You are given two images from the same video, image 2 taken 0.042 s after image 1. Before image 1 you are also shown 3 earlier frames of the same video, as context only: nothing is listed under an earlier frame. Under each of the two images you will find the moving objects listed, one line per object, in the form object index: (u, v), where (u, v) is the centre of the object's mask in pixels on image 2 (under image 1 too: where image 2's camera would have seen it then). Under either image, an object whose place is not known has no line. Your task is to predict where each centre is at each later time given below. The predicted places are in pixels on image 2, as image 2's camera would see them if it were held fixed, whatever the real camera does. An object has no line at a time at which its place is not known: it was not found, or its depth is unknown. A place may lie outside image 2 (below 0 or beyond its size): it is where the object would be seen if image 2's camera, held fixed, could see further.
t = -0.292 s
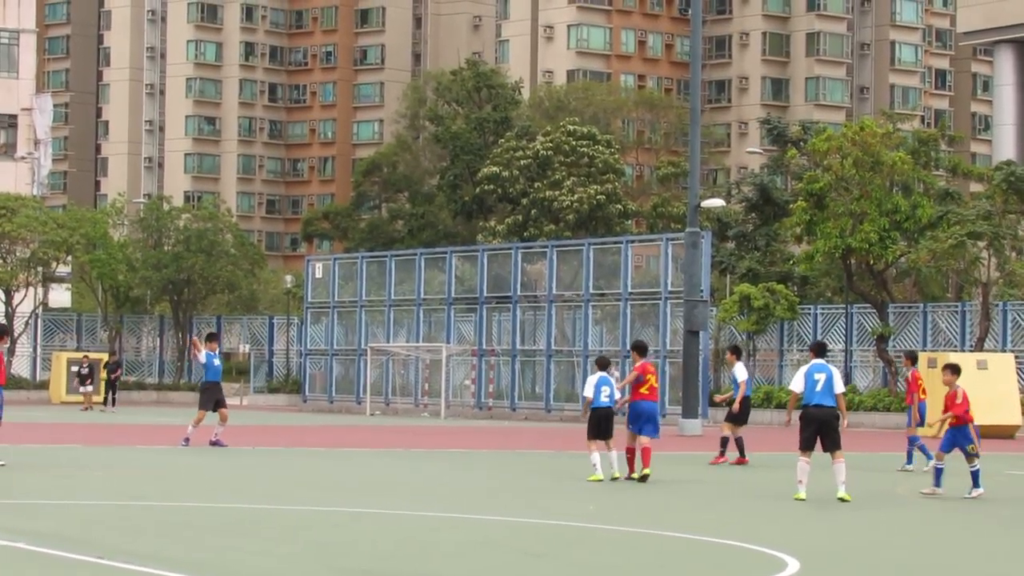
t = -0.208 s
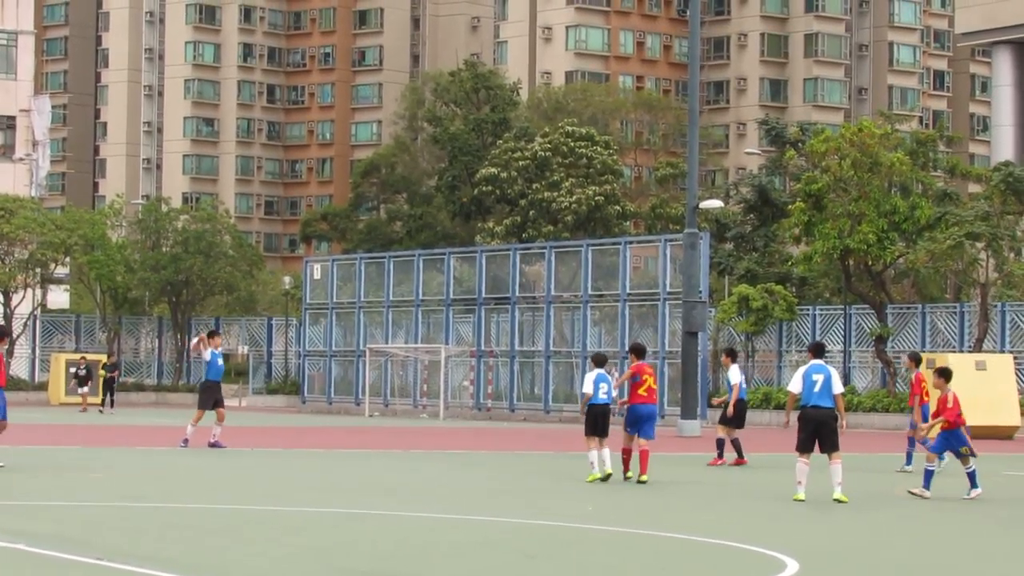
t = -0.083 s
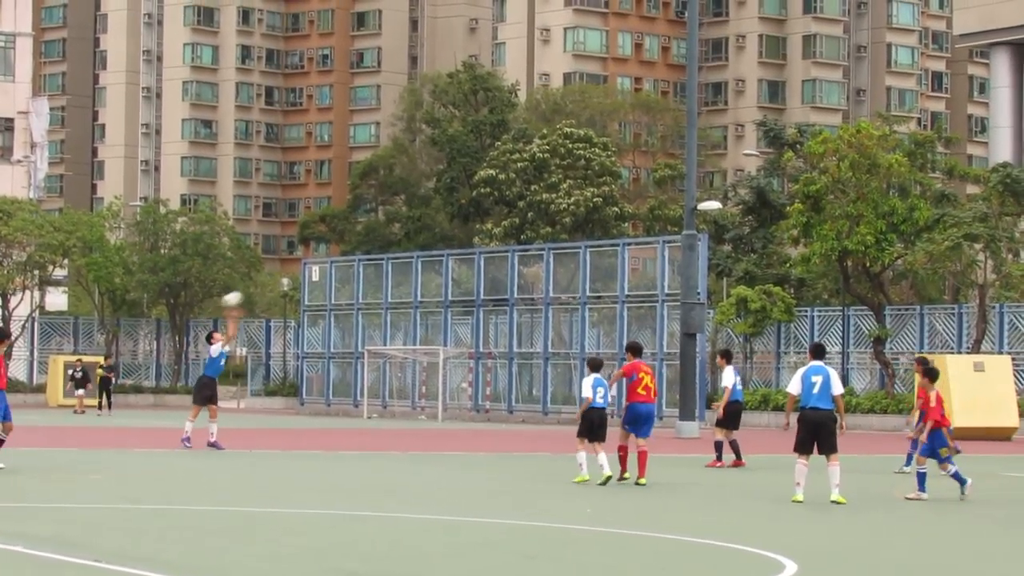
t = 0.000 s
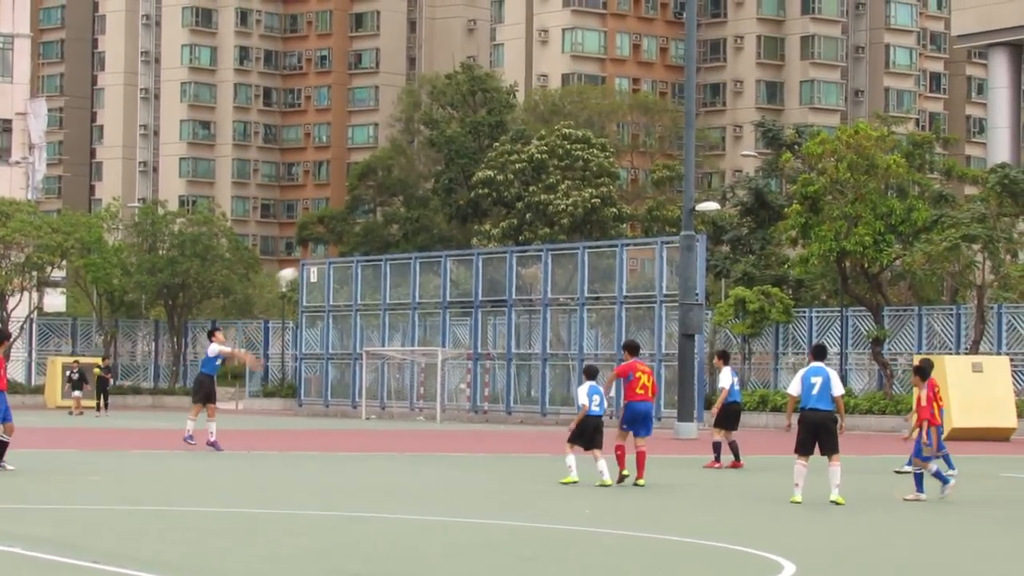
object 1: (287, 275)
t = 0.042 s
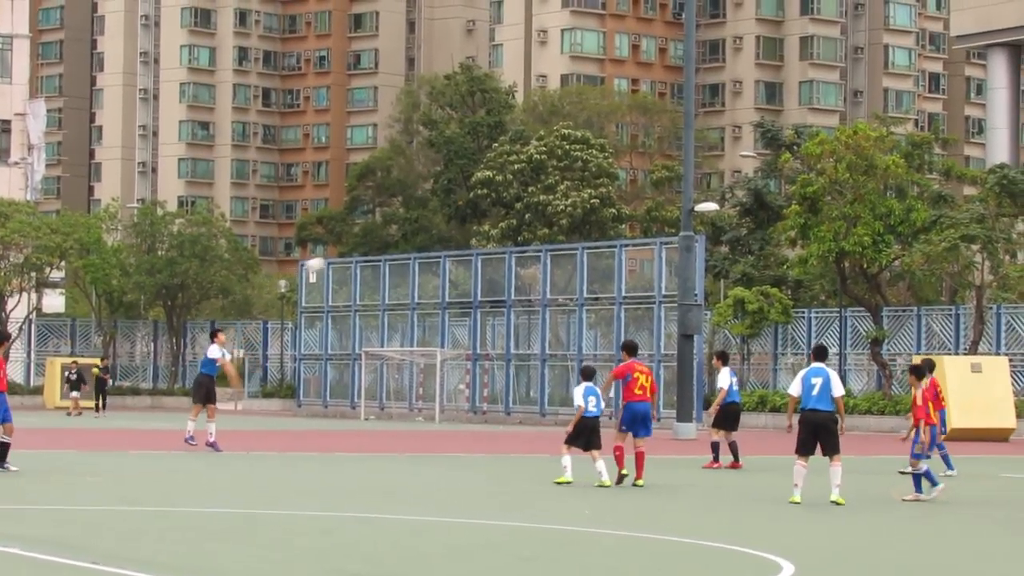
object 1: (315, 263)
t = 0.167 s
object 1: (401, 240)
